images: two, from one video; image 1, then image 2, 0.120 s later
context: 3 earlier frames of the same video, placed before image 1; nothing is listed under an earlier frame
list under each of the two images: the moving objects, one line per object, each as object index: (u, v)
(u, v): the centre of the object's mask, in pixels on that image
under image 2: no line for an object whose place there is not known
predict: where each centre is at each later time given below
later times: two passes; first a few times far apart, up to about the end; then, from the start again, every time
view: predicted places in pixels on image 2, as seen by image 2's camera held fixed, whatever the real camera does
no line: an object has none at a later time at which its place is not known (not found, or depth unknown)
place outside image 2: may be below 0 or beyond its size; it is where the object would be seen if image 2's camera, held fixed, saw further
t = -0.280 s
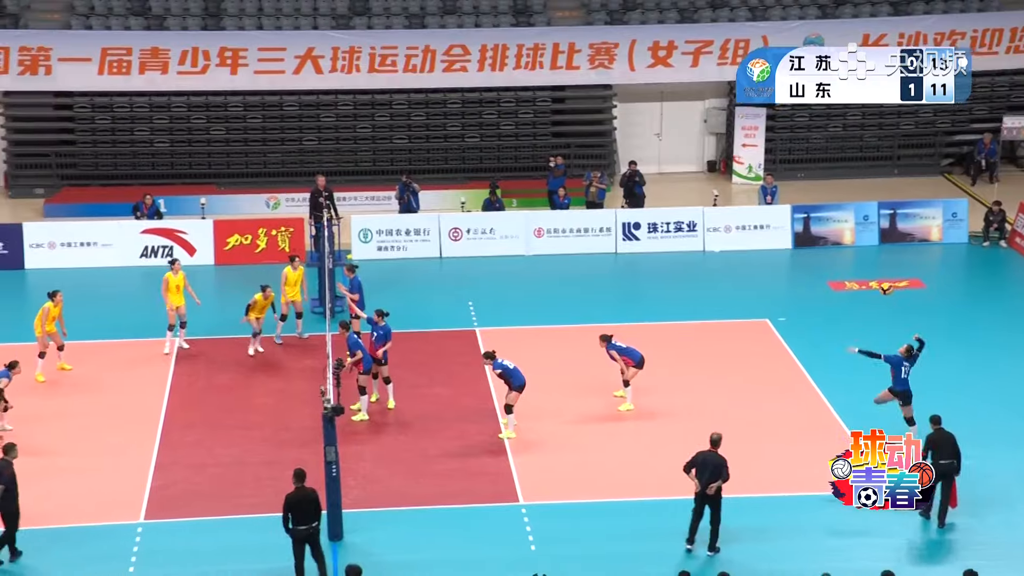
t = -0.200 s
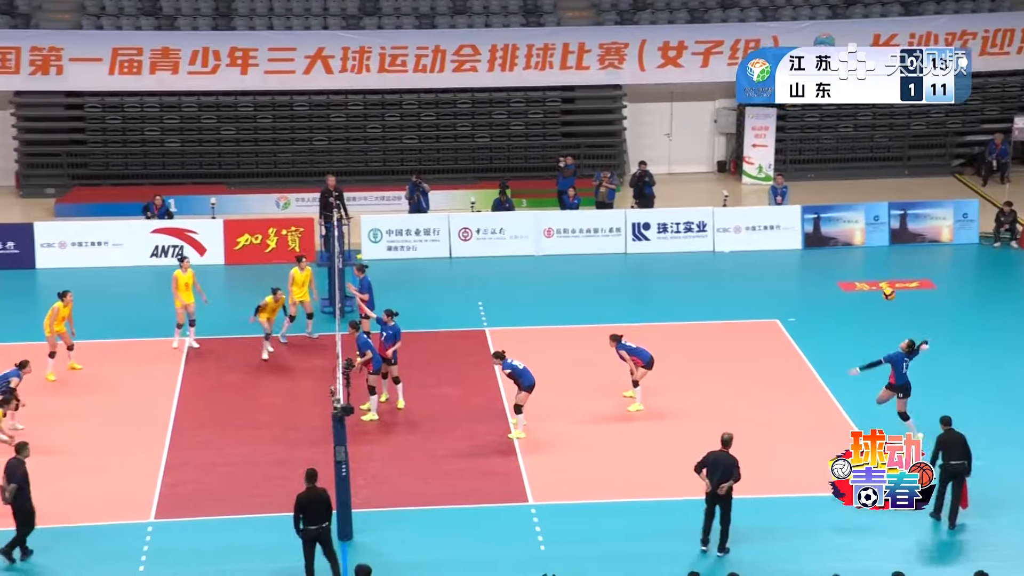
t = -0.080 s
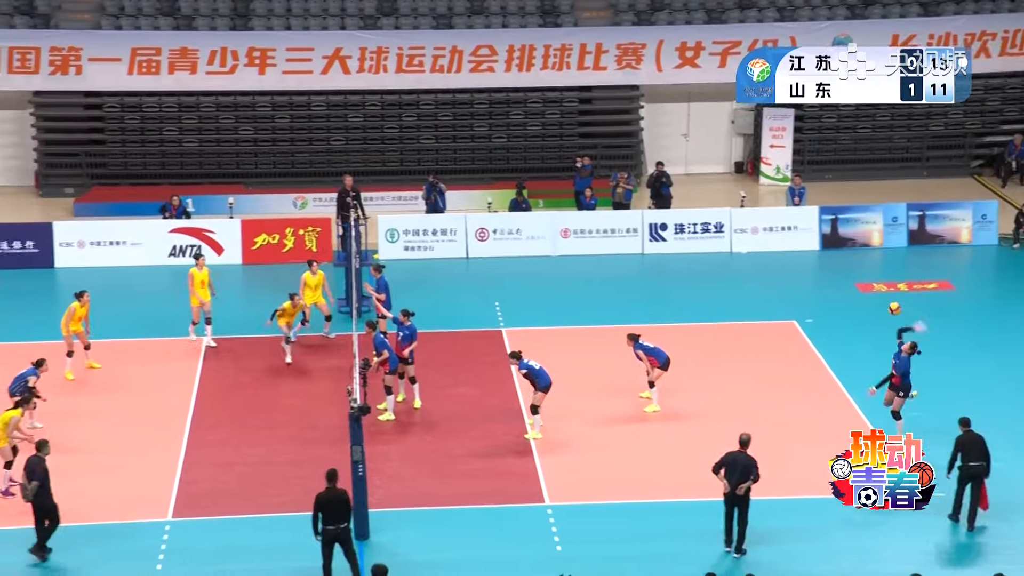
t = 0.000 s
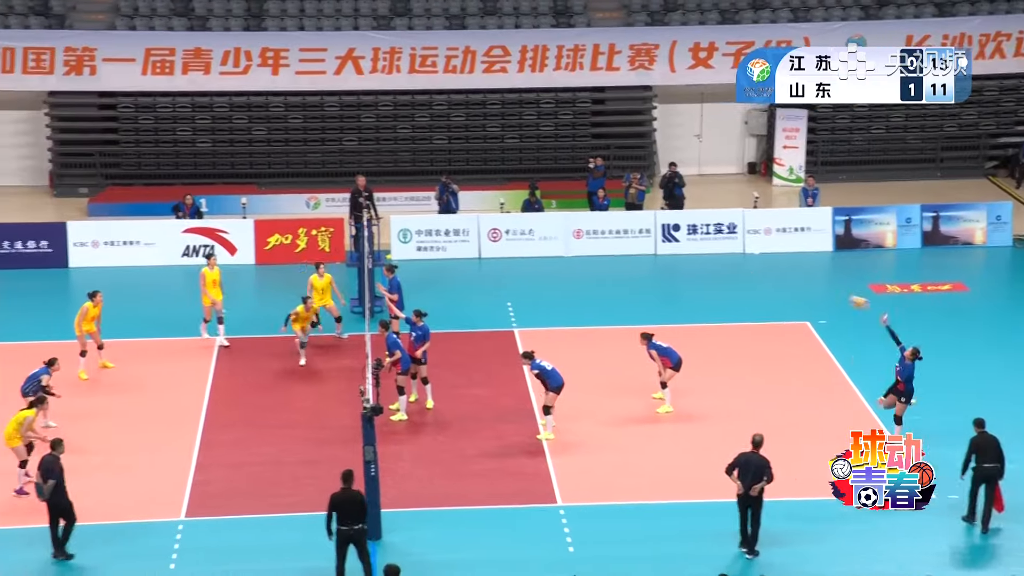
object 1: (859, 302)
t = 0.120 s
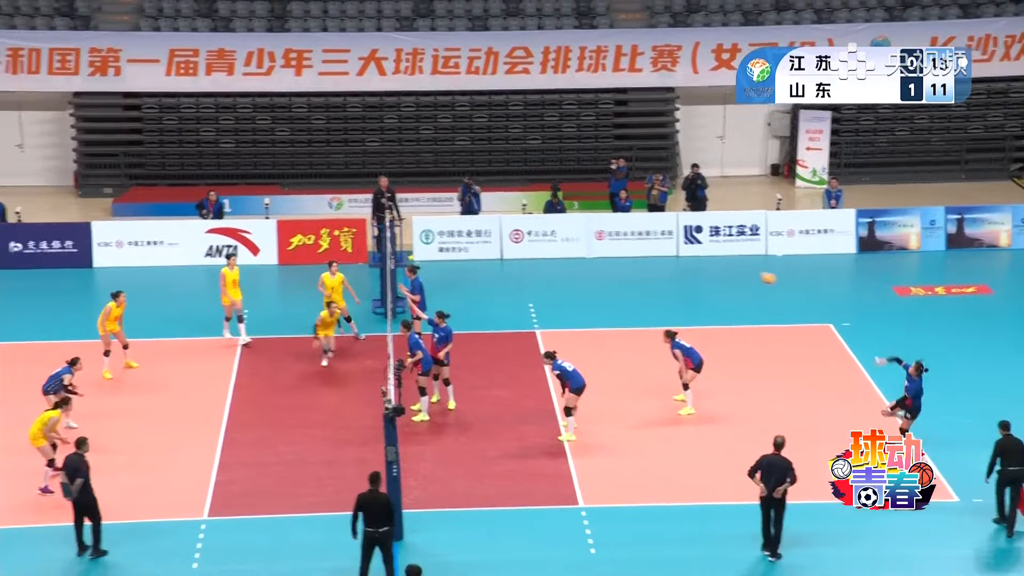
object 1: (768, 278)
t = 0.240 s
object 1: (662, 262)
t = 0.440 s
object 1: (500, 254)
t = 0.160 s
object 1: (732, 271)
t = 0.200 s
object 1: (697, 266)
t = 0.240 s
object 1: (662, 262)
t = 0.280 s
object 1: (628, 259)
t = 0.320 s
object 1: (595, 257)
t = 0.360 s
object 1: (563, 255)
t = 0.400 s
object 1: (531, 255)
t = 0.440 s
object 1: (500, 254)
